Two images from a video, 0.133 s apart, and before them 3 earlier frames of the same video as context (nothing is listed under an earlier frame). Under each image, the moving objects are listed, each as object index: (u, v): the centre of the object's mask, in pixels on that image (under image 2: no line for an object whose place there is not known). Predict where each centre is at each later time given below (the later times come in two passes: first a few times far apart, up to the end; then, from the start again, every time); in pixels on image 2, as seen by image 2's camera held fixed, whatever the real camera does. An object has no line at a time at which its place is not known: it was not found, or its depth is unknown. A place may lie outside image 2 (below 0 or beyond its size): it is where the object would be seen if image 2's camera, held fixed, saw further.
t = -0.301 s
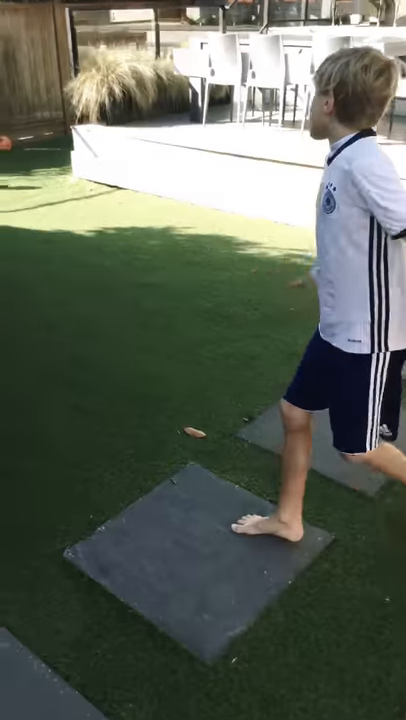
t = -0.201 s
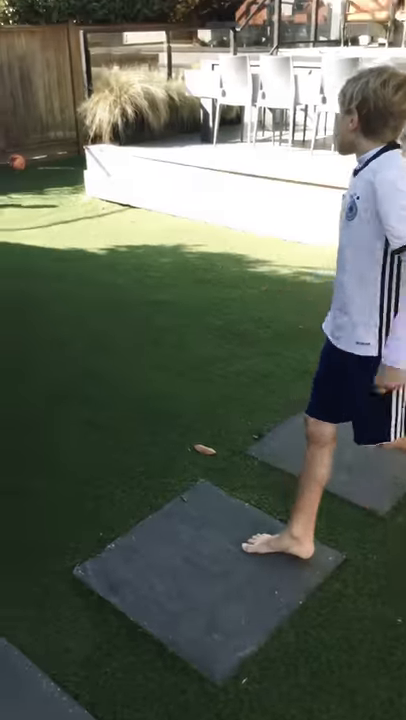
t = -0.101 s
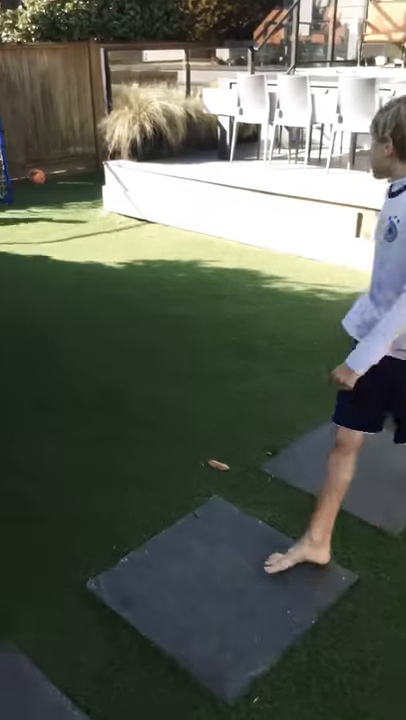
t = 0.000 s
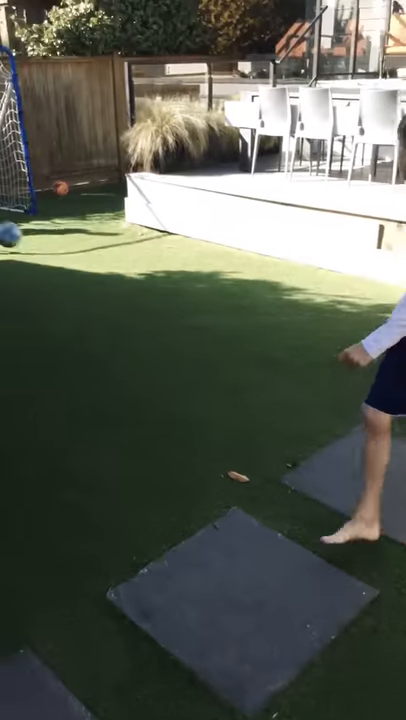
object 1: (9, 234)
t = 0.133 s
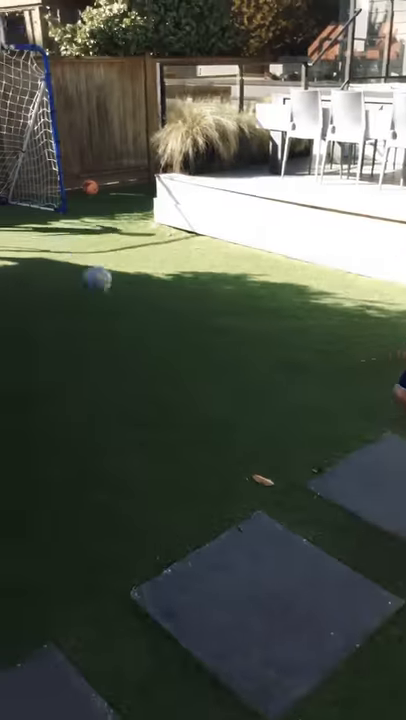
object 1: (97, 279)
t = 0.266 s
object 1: (152, 309)
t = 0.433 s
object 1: (223, 326)
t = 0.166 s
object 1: (114, 294)
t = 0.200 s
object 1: (130, 313)
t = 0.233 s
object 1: (140, 310)
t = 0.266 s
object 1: (152, 309)
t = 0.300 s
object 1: (165, 308)
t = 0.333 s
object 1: (178, 309)
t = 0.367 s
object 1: (192, 312)
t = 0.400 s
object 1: (208, 318)
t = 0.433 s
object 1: (223, 326)
